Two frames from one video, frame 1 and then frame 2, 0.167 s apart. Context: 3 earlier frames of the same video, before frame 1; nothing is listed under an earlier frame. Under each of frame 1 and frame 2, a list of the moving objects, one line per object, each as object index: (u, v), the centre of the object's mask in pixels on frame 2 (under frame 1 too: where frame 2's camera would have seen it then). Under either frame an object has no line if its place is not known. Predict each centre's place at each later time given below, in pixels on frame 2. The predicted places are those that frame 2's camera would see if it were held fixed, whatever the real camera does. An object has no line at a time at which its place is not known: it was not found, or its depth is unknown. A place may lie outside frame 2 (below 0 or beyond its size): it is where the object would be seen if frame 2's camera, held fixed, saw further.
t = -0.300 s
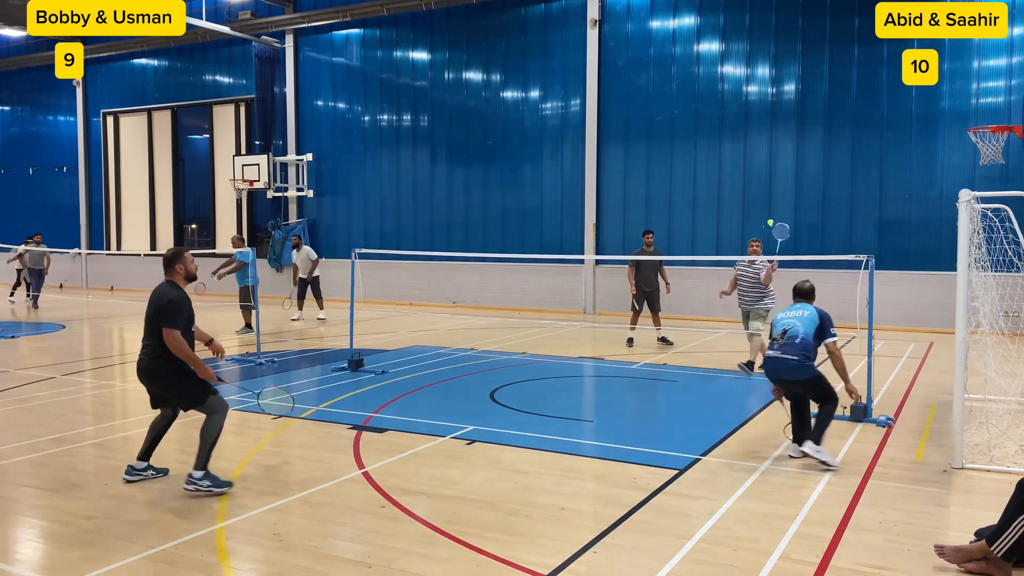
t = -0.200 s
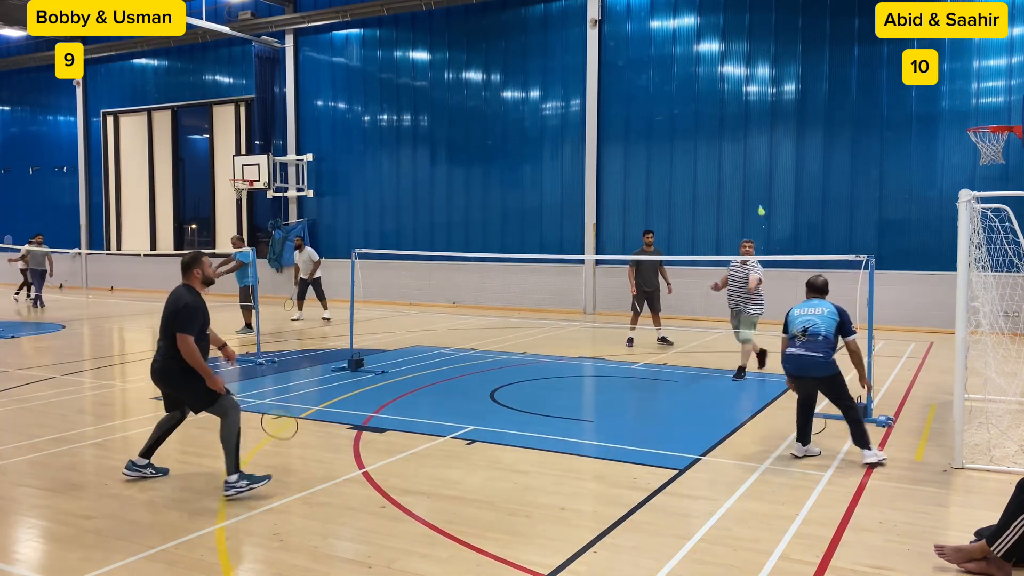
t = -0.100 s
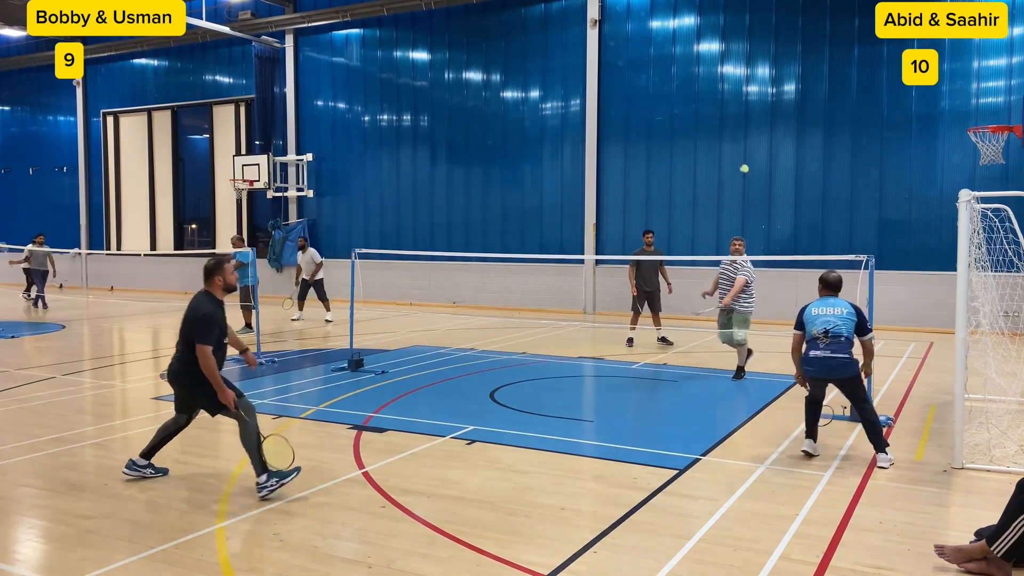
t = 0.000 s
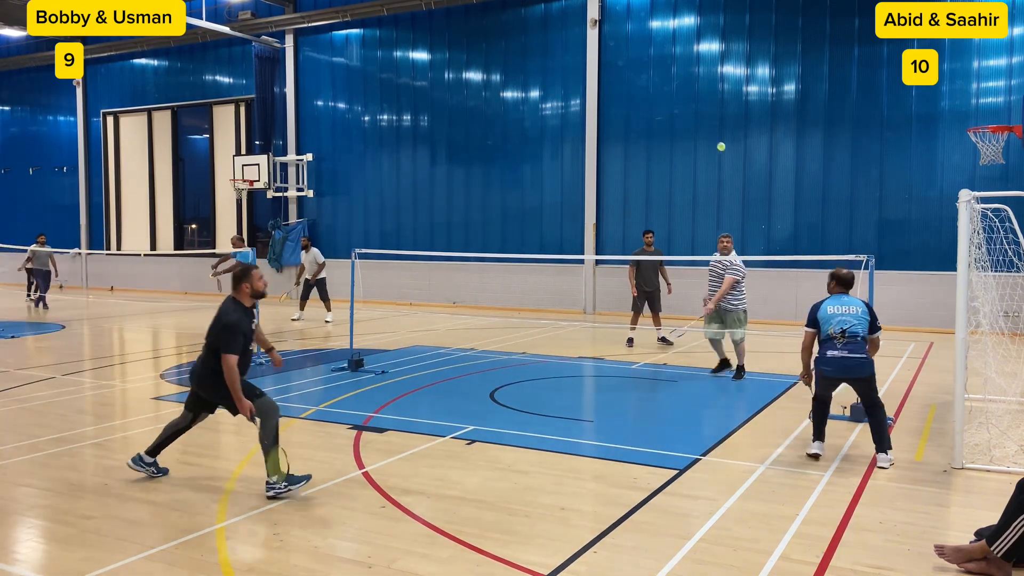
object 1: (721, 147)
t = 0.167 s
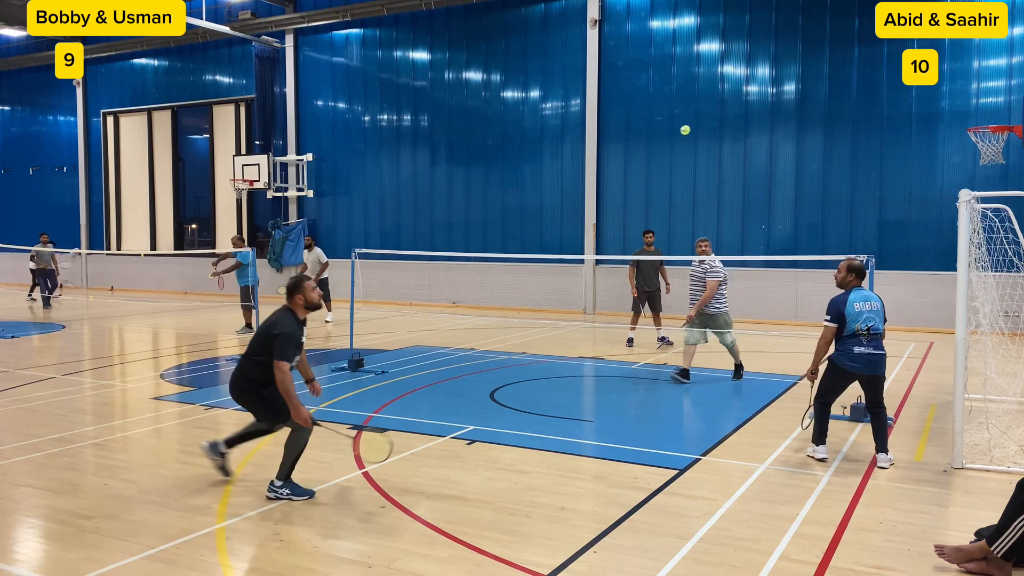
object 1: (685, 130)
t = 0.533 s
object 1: (586, 247)
